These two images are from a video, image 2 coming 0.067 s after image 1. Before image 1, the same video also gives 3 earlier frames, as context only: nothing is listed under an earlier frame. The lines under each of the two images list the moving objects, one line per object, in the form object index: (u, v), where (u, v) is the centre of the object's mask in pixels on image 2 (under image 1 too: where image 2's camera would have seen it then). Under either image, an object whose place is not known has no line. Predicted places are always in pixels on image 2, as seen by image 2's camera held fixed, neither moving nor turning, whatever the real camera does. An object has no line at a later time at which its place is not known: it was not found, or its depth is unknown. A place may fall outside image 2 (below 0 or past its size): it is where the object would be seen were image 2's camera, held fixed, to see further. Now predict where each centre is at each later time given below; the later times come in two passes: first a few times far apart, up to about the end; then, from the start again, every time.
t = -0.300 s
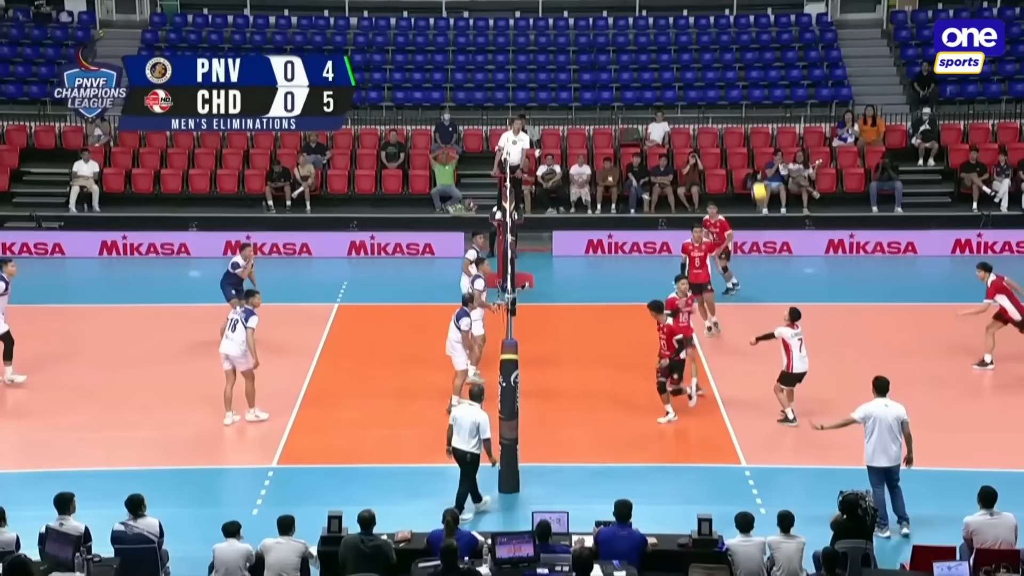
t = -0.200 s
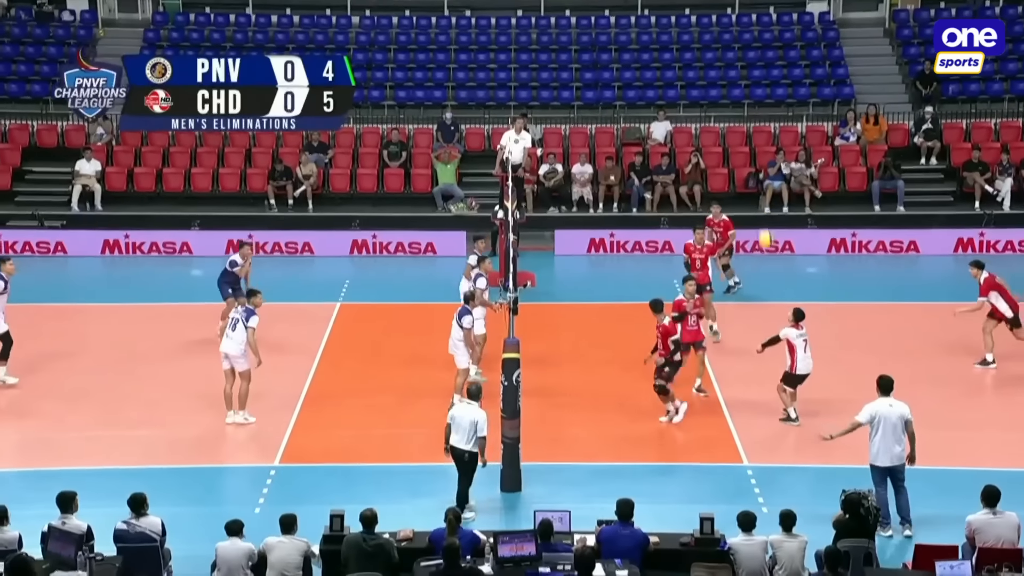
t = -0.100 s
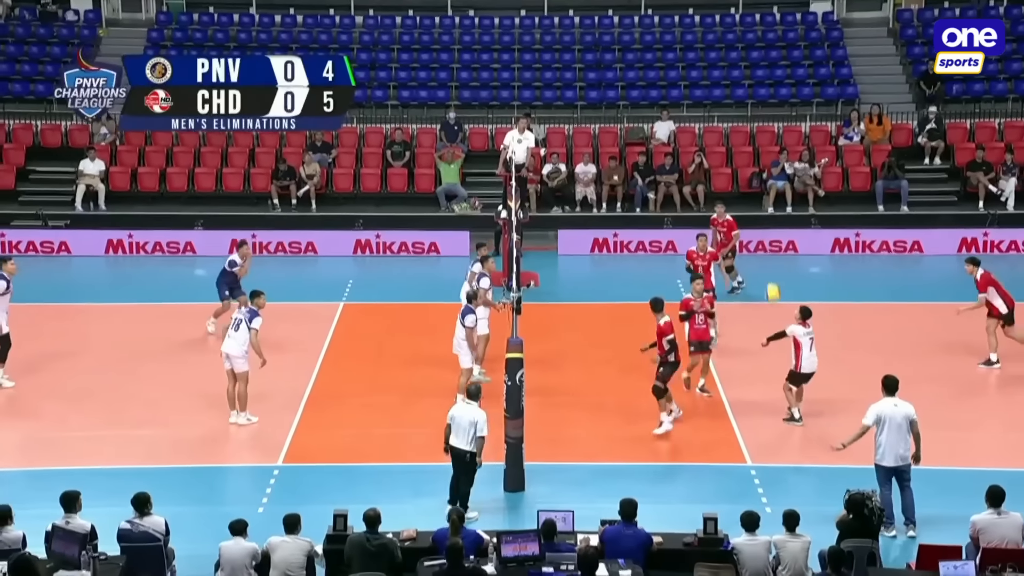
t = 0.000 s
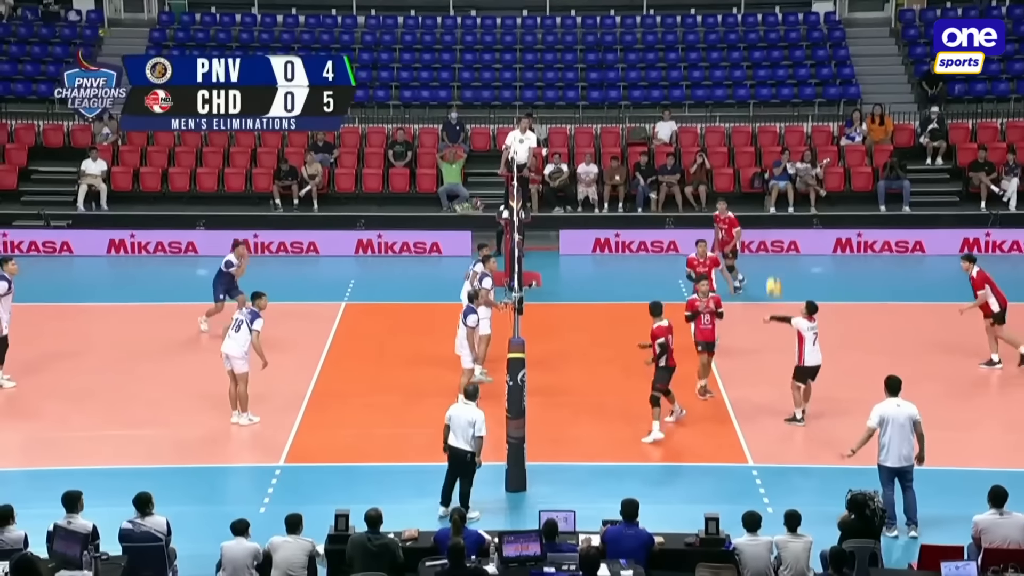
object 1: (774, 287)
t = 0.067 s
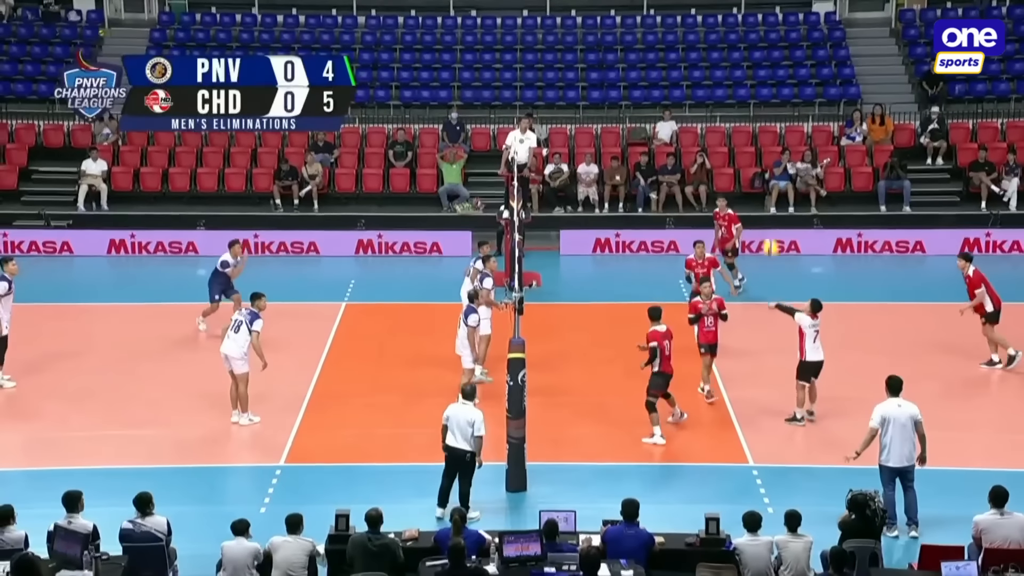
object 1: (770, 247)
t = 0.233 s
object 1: (762, 163)
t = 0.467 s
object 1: (751, 81)
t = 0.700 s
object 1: (739, 40)
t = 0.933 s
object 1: (725, 38)
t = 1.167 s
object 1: (711, 76)
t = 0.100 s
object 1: (769, 228)
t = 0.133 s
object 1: (767, 212)
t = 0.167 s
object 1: (766, 195)
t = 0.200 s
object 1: (764, 178)
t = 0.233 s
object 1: (762, 163)
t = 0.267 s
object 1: (761, 149)
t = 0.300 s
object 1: (759, 136)
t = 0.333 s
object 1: (757, 123)
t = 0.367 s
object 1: (756, 111)
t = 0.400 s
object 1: (755, 100)
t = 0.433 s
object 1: (753, 90)
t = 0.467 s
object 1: (751, 81)
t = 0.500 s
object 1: (749, 73)
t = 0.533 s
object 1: (748, 65)
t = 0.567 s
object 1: (746, 58)
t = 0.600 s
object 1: (744, 52)
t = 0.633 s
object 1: (742, 47)
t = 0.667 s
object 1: (740, 43)
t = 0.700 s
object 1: (739, 40)
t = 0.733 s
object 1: (737, 37)
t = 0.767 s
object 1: (734, 35)
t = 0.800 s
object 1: (733, 34)
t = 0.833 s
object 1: (731, 34)
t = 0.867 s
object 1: (729, 35)
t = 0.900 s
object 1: (727, 36)
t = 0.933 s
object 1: (725, 38)
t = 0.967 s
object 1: (723, 42)
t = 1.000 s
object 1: (721, 45)
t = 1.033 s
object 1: (719, 50)
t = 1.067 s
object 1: (717, 55)
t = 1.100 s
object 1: (715, 61)
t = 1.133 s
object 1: (713, 68)
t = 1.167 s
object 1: (711, 76)
